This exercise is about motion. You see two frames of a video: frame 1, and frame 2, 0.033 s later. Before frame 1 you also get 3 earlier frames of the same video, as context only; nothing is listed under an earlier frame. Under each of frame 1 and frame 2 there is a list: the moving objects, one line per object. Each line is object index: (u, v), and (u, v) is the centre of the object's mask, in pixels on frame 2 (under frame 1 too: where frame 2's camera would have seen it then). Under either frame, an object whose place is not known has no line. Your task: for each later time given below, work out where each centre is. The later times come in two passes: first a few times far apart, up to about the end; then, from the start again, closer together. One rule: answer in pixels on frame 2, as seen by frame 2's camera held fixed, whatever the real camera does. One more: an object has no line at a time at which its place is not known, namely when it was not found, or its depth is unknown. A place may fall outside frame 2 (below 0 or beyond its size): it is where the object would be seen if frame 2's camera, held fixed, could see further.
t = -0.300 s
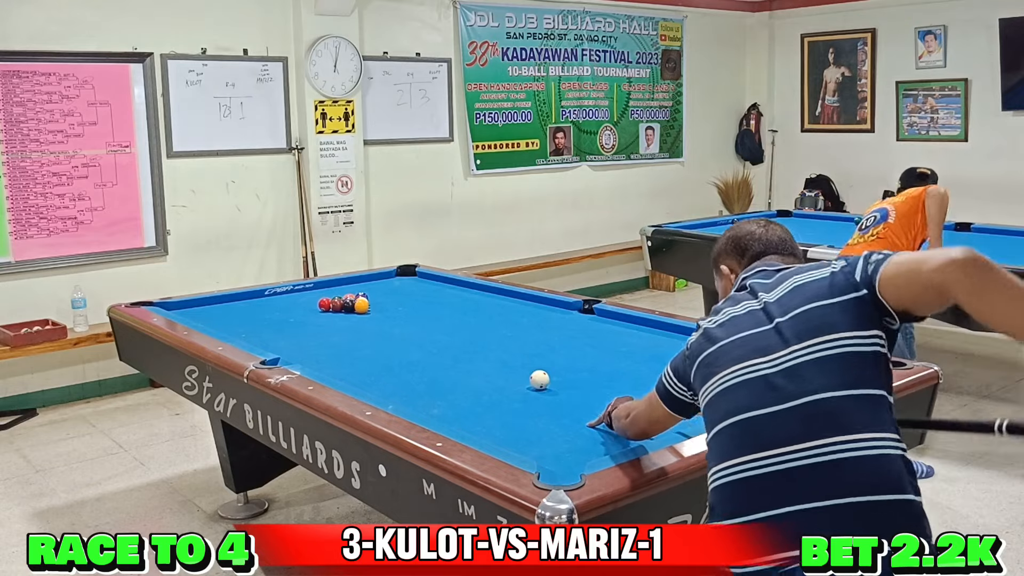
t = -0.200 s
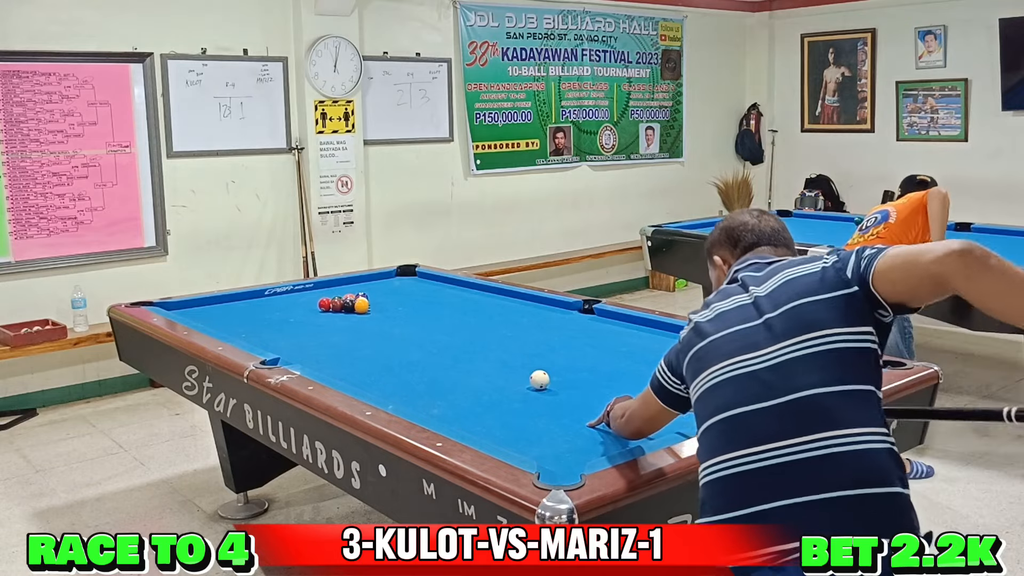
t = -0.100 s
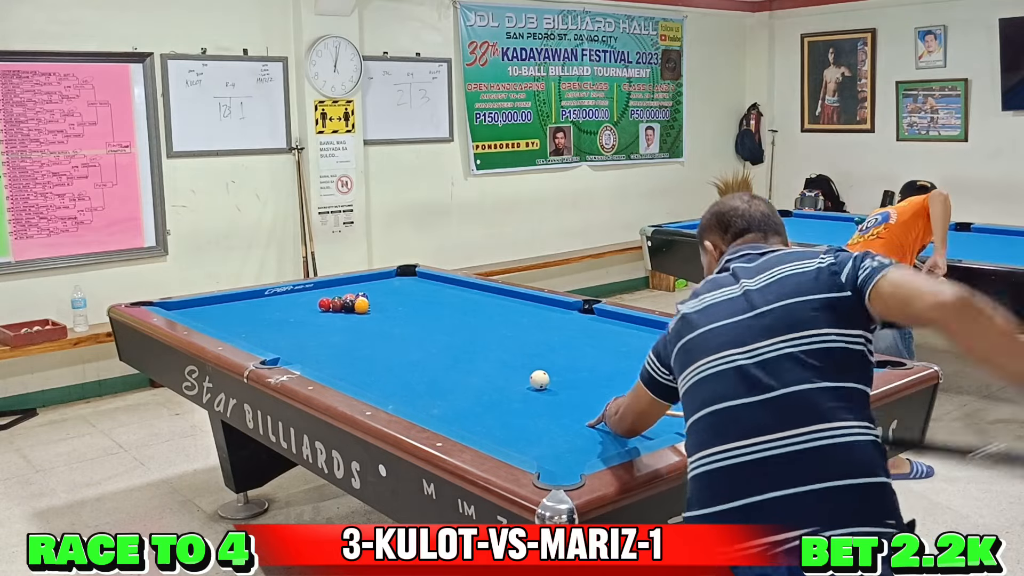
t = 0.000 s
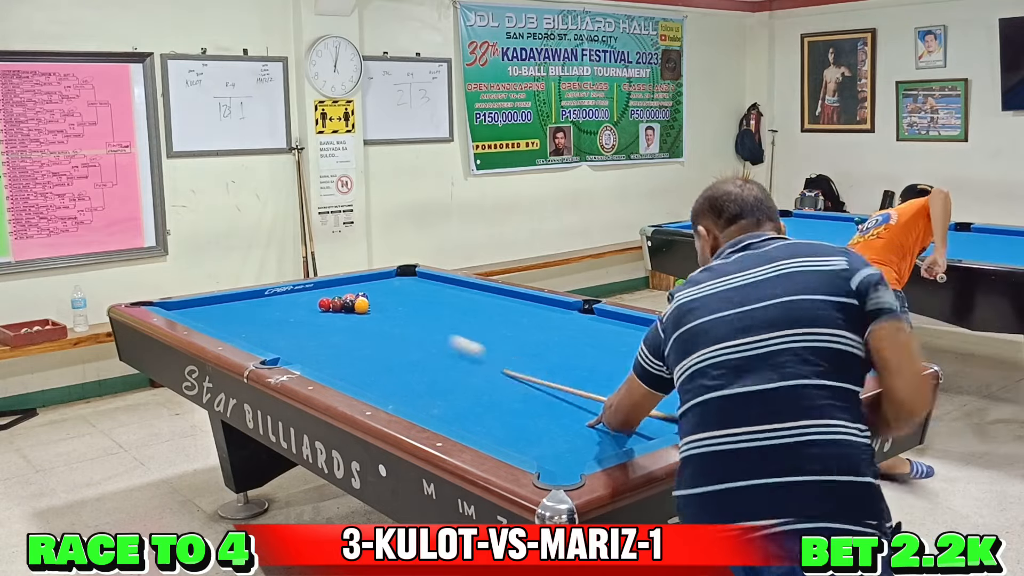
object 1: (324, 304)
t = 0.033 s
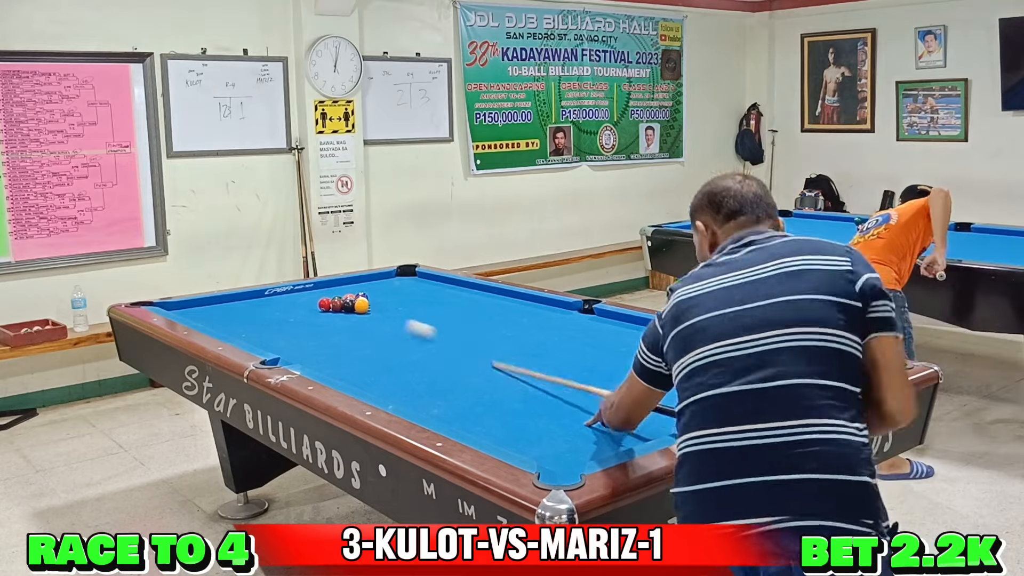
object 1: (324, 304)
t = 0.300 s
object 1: (221, 307)
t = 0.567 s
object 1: (229, 331)
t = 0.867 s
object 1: (313, 350)
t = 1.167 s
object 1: (416, 369)
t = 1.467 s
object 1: (537, 392)
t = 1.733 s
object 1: (665, 417)
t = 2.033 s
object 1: (683, 394)
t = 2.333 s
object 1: (672, 365)
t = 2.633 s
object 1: (662, 342)
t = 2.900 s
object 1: (654, 325)
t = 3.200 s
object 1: (609, 322)
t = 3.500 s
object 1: (563, 320)
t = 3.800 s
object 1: (521, 318)
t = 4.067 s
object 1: (486, 317)
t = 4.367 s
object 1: (449, 315)
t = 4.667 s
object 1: (418, 314)
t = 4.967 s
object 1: (386, 312)
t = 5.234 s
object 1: (362, 312)
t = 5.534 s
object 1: (337, 311)
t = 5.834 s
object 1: (327, 310)
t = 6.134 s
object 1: (325, 309)
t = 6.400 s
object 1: (324, 309)
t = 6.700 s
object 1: (323, 309)
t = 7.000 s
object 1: (323, 309)
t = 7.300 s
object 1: (323, 309)
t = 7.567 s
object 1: (323, 309)
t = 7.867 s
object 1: (323, 309)
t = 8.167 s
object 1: (323, 309)
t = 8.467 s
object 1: (323, 309)
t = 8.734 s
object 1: (323, 309)
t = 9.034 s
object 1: (324, 309)
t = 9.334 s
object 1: (323, 309)
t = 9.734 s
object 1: (324, 309)
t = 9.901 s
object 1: (324, 309)
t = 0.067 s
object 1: (324, 304)
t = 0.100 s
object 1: (310, 303)
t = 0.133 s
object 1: (280, 302)
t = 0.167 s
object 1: (252, 299)
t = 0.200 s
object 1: (227, 298)
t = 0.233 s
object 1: (219, 301)
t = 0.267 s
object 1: (220, 304)
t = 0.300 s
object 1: (221, 307)
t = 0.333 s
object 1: (222, 311)
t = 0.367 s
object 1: (222, 314)
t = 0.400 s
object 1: (223, 317)
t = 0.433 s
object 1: (223, 321)
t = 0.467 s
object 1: (224, 324)
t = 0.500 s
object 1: (225, 327)
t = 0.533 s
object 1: (226, 329)
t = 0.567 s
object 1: (229, 331)
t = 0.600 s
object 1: (238, 334)
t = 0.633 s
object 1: (248, 336)
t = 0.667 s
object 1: (252, 338)
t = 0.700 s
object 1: (262, 340)
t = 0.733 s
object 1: (271, 342)
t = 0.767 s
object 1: (281, 344)
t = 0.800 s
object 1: (291, 346)
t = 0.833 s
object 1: (302, 348)
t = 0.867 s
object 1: (313, 350)
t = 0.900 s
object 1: (323, 352)
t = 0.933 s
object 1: (334, 354)
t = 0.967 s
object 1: (345, 356)
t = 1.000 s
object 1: (357, 358)
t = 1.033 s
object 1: (368, 360)
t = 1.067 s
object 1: (380, 362)
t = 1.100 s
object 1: (392, 365)
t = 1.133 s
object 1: (404, 367)
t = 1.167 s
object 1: (416, 369)
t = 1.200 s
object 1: (428, 371)
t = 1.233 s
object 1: (441, 374)
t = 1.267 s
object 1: (454, 376)
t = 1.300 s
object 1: (467, 379)
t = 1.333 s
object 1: (481, 382)
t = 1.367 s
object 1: (495, 384)
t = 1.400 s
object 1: (508, 387)
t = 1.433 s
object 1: (523, 388)
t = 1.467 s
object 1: (537, 392)
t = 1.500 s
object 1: (552, 395)
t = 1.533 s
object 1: (568, 398)
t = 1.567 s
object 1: (583, 401)
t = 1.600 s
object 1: (599, 404)
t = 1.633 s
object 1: (614, 407)
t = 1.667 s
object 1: (631, 410)
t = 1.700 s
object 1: (648, 414)
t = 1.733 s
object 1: (665, 417)
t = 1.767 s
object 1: (677, 418)
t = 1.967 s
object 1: (682, 400)
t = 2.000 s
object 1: (683, 397)
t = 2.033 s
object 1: (683, 394)
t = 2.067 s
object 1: (684, 391)
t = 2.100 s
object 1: (682, 387)
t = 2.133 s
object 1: (680, 384)
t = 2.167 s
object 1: (679, 380)
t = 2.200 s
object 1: (677, 377)
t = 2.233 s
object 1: (676, 374)
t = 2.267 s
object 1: (674, 371)
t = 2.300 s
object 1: (673, 368)
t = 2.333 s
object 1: (672, 365)
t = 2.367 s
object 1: (670, 362)
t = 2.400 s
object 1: (669, 359)
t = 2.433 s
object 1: (668, 356)
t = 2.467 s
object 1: (667, 354)
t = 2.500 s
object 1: (666, 351)
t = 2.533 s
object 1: (664, 349)
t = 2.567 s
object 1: (664, 347)
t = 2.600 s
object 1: (663, 345)
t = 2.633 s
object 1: (662, 342)
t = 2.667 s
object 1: (661, 340)
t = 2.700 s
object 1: (660, 338)
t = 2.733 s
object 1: (659, 336)
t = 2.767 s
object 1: (658, 334)
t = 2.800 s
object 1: (657, 332)
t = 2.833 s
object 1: (656, 330)
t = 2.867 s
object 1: (655, 328)
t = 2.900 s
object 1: (654, 325)
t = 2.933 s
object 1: (653, 324)
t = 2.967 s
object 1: (647, 323)
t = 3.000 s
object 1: (642, 323)
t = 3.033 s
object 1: (636, 323)
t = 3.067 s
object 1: (631, 323)
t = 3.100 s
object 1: (625, 323)
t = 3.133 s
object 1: (620, 322)
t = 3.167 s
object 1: (614, 322)
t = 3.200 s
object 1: (609, 322)
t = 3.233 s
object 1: (604, 322)
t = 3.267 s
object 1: (599, 322)
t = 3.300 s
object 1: (593, 321)
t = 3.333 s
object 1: (588, 321)
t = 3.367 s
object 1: (583, 321)
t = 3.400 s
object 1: (578, 321)
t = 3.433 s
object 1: (573, 321)
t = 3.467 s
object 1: (568, 320)
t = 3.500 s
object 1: (563, 320)
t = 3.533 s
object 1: (558, 320)
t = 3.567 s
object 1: (553, 319)
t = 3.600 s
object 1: (548, 319)
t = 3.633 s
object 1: (544, 319)
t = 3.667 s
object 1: (539, 319)
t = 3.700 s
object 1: (534, 319)
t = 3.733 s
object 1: (530, 318)
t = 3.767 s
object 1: (525, 318)
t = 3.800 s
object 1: (521, 318)
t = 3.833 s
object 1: (516, 318)
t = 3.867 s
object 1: (512, 318)
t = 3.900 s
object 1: (507, 318)
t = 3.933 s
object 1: (503, 317)
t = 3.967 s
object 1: (499, 317)
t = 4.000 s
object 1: (494, 317)
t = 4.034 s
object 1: (490, 317)
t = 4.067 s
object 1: (486, 317)
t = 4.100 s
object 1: (482, 317)
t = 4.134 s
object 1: (478, 316)
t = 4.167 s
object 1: (473, 316)
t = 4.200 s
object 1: (469, 316)
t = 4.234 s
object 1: (465, 316)
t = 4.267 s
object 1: (461, 316)
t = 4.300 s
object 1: (457, 316)
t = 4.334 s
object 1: (453, 315)
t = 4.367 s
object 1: (449, 315)
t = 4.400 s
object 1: (446, 315)
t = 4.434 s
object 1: (442, 315)
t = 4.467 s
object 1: (440, 315)
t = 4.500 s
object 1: (436, 315)
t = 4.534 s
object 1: (432, 315)
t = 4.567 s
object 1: (428, 314)
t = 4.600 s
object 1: (425, 314)
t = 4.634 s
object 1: (421, 314)
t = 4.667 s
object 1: (418, 314)
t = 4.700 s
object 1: (414, 314)
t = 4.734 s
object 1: (411, 314)
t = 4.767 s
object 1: (408, 313)
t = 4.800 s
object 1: (405, 312)
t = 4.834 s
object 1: (403, 311)
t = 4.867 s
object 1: (399, 309)
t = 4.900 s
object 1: (392, 309)
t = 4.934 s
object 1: (388, 311)
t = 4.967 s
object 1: (386, 312)
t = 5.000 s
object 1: (383, 312)
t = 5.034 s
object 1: (381, 312)
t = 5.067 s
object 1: (377, 312)
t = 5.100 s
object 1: (374, 312)
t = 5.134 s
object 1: (371, 312)
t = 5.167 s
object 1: (368, 312)
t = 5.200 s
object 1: (365, 312)
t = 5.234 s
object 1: (362, 312)
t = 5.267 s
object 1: (360, 312)
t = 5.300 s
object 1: (357, 312)
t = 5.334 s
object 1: (354, 312)
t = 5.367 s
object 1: (351, 311)
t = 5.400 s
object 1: (348, 311)
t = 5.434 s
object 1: (345, 311)
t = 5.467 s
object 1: (342, 311)
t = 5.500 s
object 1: (340, 311)
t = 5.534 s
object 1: (337, 311)
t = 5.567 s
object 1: (334, 311)
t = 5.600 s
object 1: (332, 311)
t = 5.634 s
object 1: (329, 311)
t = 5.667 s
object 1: (328, 311)
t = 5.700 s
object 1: (328, 310)
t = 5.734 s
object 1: (328, 310)
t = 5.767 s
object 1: (327, 310)
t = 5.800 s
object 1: (327, 310)
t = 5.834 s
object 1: (327, 310)
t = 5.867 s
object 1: (327, 310)
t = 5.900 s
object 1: (326, 310)
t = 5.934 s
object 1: (326, 310)
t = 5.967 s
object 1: (326, 310)
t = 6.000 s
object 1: (326, 309)
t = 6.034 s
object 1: (325, 309)
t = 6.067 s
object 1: (325, 309)
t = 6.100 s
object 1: (325, 309)
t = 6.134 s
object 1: (325, 309)
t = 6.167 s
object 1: (325, 309)
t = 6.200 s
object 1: (325, 309)
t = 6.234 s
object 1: (324, 309)
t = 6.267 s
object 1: (324, 309)
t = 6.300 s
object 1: (324, 309)
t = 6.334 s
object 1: (324, 309)
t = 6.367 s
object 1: (324, 309)
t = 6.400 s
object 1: (324, 309)
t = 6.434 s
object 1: (324, 309)
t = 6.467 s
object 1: (324, 309)
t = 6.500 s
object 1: (324, 309)
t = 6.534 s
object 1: (324, 309)
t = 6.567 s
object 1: (324, 309)
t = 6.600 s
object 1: (324, 309)
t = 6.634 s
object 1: (323, 309)
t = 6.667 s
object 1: (323, 309)
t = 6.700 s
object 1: (323, 309)
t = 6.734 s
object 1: (323, 309)
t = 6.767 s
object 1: (323, 309)
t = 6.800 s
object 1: (323, 309)
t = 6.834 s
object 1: (323, 309)
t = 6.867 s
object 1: (324, 309)
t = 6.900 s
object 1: (323, 309)
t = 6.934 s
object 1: (323, 309)
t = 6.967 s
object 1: (323, 309)
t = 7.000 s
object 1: (323, 309)
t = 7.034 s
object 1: (323, 309)
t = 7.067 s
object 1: (323, 309)
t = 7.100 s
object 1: (323, 309)
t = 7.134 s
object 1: (323, 309)
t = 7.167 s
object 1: (323, 309)
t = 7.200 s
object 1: (323, 309)
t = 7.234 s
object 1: (323, 309)
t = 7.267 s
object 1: (323, 309)
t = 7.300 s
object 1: (323, 309)
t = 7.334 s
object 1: (323, 309)
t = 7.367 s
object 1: (323, 309)
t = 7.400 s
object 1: (323, 309)
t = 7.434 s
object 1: (323, 309)
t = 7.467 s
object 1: (323, 309)
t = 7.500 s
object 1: (323, 309)
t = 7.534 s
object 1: (323, 309)
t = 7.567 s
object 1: (323, 309)
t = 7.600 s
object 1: (323, 309)
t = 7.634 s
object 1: (323, 309)
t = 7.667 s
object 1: (323, 309)
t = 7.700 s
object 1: (323, 309)
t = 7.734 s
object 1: (323, 309)
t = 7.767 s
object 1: (323, 309)
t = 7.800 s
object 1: (323, 309)
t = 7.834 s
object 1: (323, 309)
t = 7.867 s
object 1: (323, 309)
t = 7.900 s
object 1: (323, 309)
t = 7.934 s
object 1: (323, 309)
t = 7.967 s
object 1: (323, 309)
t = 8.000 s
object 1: (323, 309)
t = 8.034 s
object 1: (323, 309)
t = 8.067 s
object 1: (323, 309)
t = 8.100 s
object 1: (323, 309)
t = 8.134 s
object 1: (323, 309)
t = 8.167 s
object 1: (323, 309)
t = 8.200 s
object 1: (323, 309)
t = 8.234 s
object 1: (323, 309)
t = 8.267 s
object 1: (323, 309)
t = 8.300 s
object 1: (323, 309)
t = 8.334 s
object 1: (323, 309)
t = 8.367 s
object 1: (323, 309)
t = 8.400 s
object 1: (323, 309)
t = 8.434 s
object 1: (323, 309)
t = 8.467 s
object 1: (323, 309)
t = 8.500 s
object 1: (323, 309)
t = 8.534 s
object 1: (323, 309)
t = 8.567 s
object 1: (323, 309)
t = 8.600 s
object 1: (323, 309)
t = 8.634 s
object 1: (323, 309)
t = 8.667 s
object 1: (323, 309)
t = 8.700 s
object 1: (323, 309)
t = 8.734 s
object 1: (323, 309)
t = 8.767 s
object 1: (323, 309)
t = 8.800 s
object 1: (323, 309)
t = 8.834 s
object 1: (323, 309)
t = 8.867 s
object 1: (323, 309)
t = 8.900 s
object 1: (323, 309)
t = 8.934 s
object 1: (323, 309)
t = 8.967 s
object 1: (323, 309)
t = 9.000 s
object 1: (323, 309)
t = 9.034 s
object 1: (324, 309)
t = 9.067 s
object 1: (324, 309)
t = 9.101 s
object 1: (323, 309)
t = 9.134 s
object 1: (323, 309)
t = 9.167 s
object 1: (324, 309)
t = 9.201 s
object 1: (323, 309)
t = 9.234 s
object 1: (323, 309)
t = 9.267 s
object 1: (323, 309)
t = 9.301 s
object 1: (323, 309)
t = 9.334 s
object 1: (323, 309)
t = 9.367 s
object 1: (323, 309)
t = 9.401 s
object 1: (323, 309)
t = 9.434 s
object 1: (323, 309)
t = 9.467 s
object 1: (323, 309)
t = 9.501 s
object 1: (323, 309)
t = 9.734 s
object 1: (324, 309)
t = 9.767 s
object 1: (324, 309)
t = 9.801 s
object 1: (324, 309)
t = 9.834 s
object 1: (324, 309)
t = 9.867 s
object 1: (324, 309)
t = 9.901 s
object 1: (324, 309)
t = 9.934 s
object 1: (324, 309)
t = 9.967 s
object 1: (324, 309)
